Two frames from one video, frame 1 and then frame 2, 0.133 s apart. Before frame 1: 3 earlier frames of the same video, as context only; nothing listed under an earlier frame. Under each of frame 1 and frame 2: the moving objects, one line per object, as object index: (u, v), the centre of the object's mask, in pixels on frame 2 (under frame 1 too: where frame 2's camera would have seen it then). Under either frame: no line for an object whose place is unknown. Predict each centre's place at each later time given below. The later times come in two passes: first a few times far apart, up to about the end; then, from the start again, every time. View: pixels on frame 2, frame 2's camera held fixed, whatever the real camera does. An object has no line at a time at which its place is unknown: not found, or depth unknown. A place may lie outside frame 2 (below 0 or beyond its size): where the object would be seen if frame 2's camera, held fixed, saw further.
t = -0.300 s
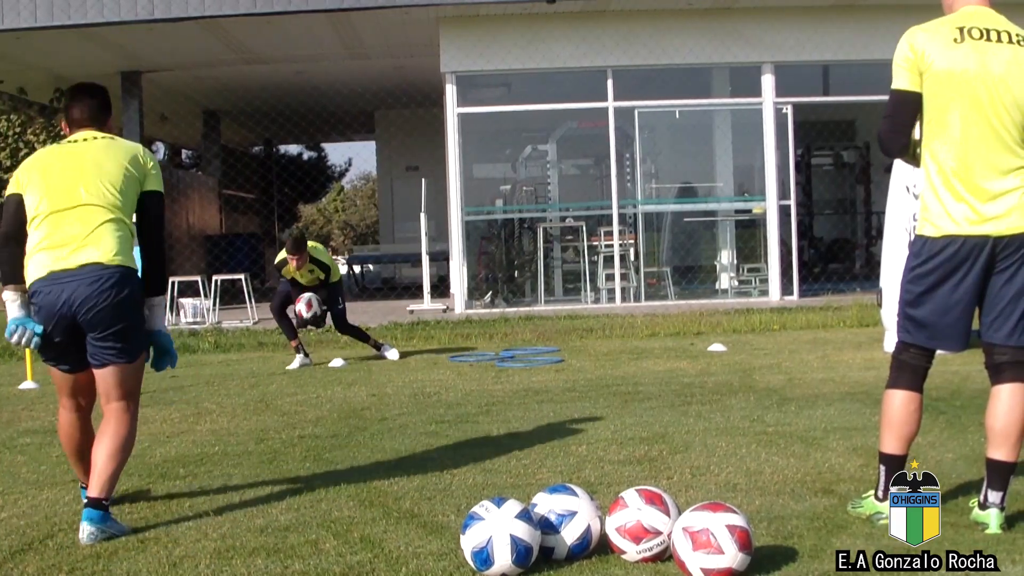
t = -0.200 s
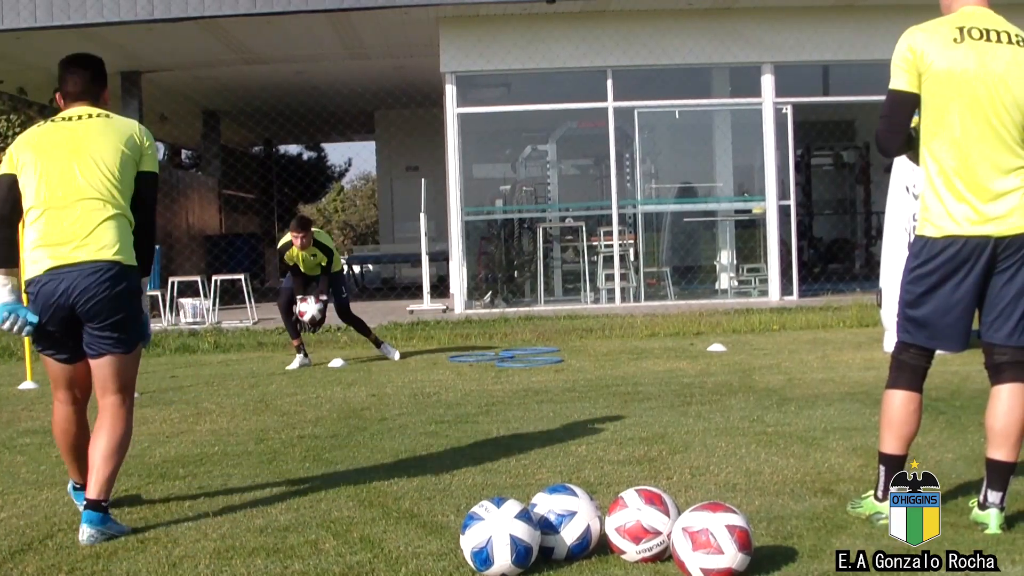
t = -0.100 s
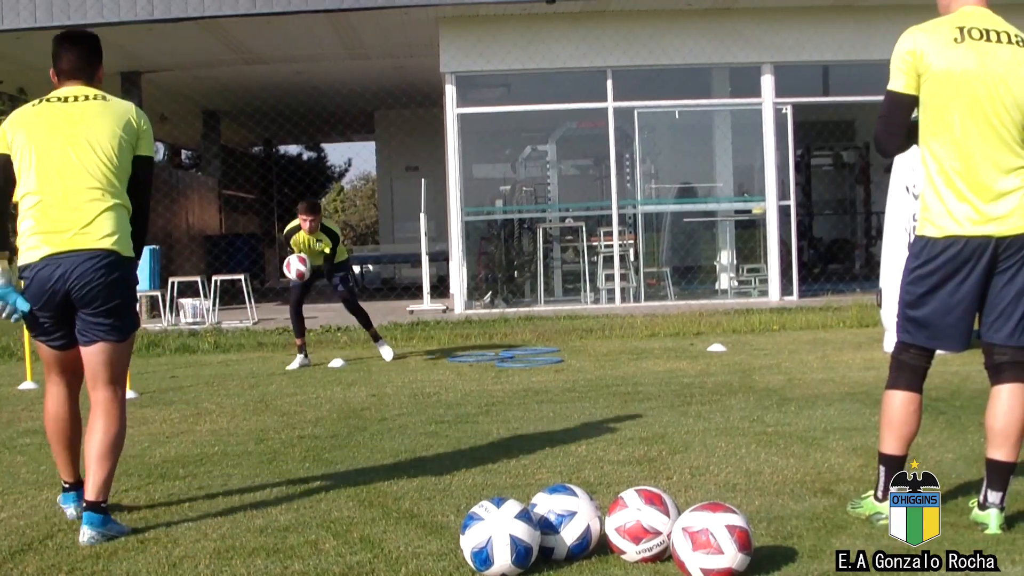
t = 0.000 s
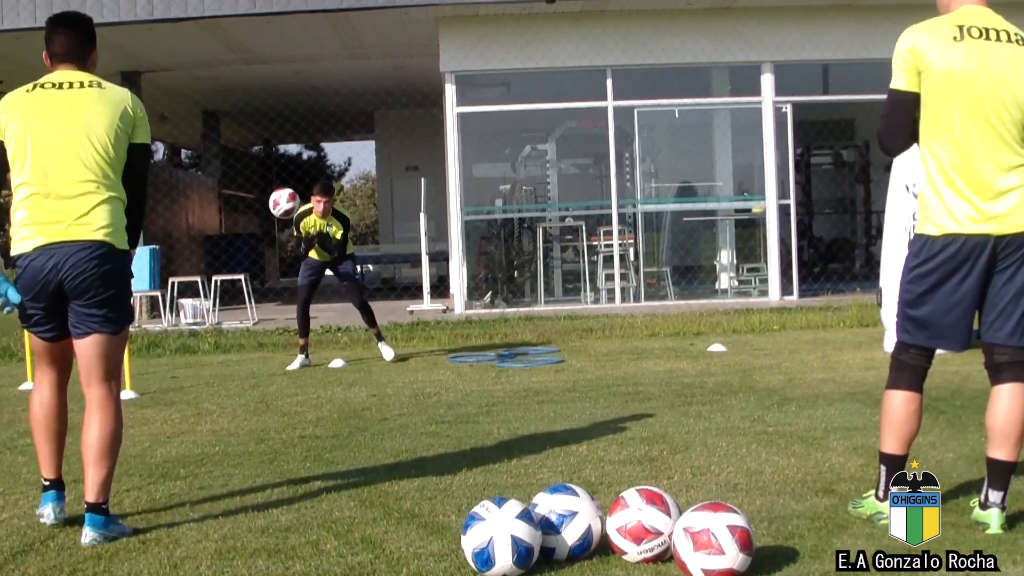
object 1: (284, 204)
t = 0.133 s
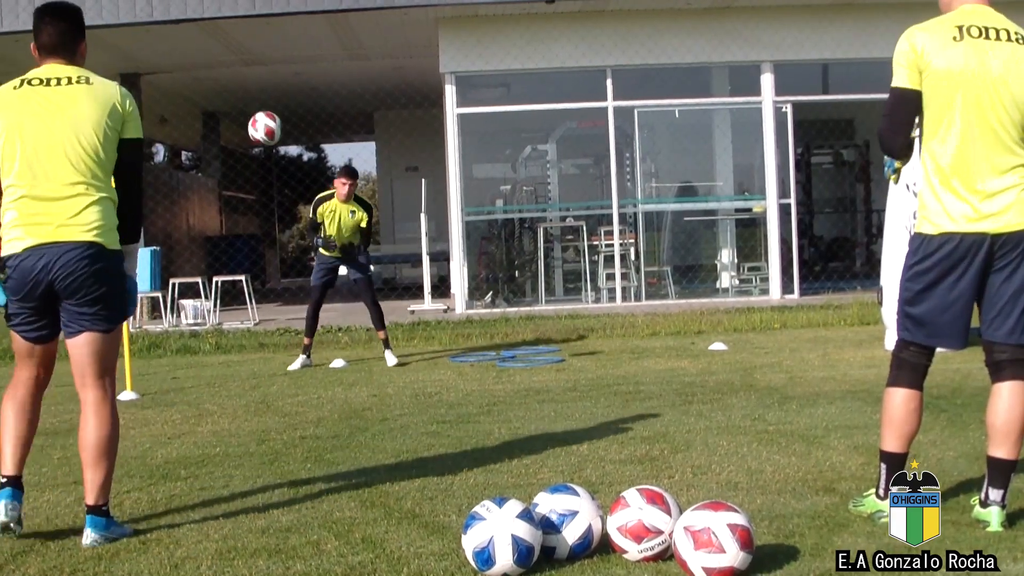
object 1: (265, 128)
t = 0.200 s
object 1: (255, 95)
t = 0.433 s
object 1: (209, 17)
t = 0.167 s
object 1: (260, 111)
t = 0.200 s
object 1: (255, 95)
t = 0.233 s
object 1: (248, 79)
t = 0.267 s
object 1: (243, 65)
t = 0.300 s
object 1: (237, 52)
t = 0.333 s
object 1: (230, 40)
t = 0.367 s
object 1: (223, 29)
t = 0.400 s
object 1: (216, 22)
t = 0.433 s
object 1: (209, 17)
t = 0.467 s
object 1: (201, 15)
